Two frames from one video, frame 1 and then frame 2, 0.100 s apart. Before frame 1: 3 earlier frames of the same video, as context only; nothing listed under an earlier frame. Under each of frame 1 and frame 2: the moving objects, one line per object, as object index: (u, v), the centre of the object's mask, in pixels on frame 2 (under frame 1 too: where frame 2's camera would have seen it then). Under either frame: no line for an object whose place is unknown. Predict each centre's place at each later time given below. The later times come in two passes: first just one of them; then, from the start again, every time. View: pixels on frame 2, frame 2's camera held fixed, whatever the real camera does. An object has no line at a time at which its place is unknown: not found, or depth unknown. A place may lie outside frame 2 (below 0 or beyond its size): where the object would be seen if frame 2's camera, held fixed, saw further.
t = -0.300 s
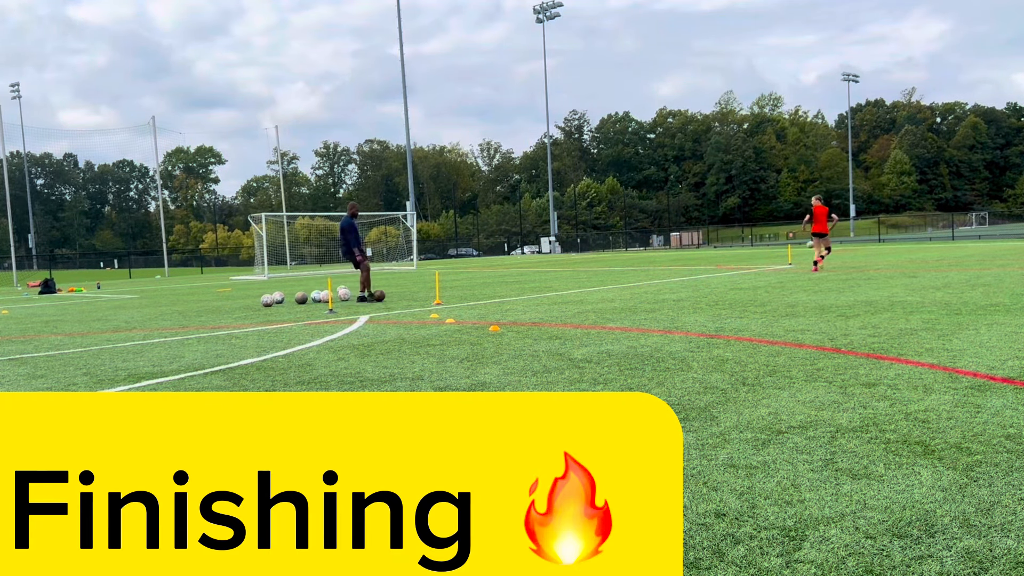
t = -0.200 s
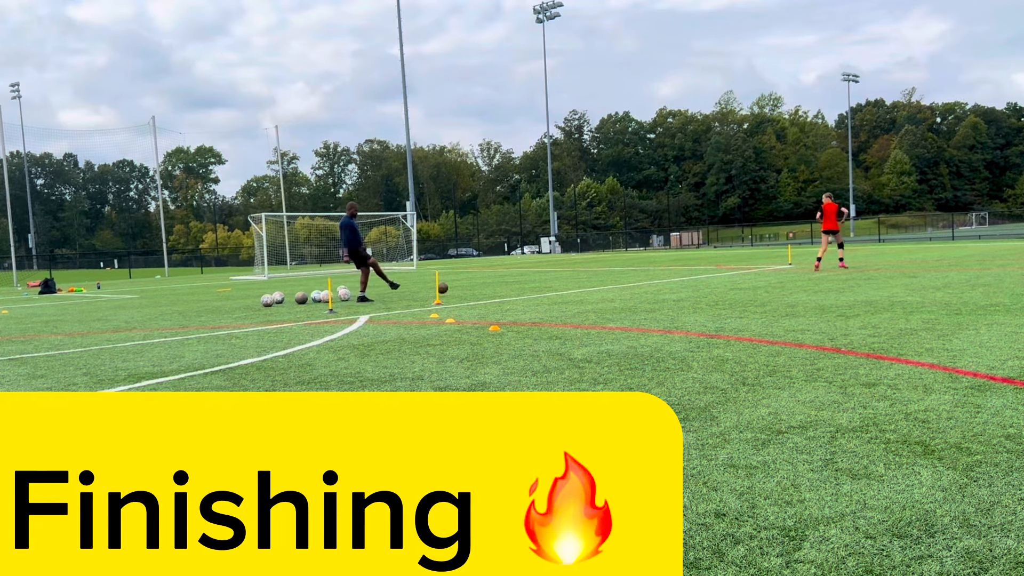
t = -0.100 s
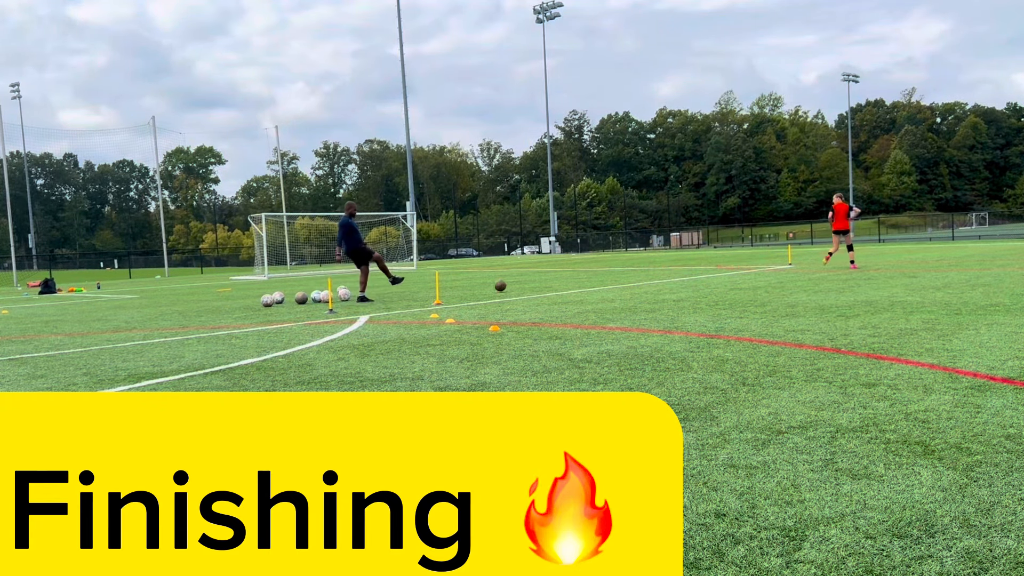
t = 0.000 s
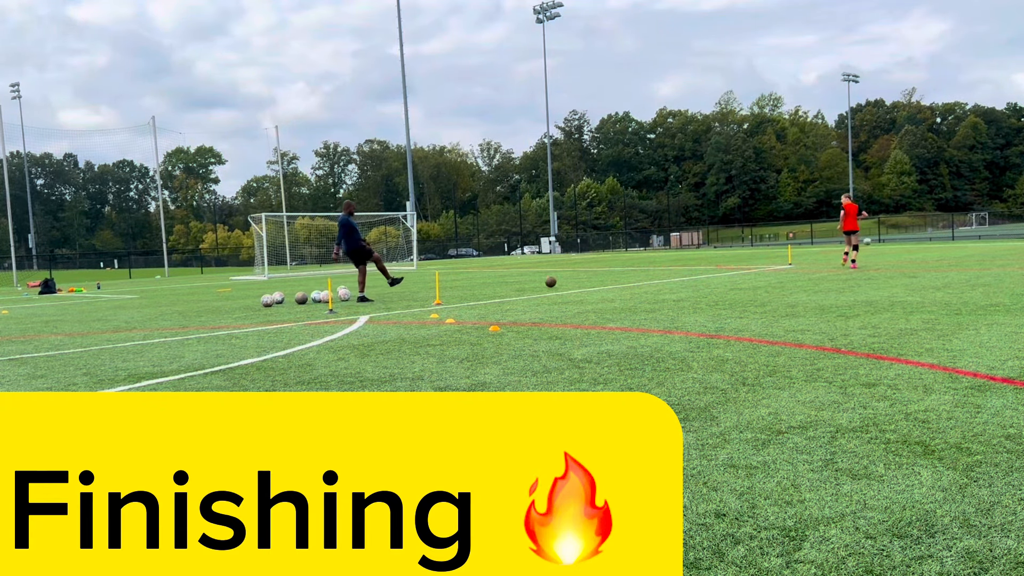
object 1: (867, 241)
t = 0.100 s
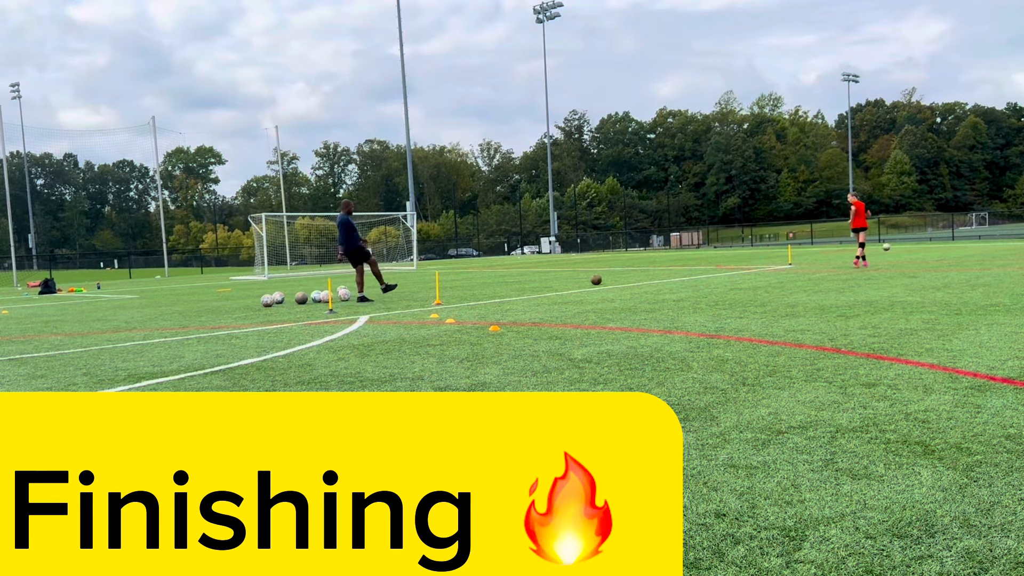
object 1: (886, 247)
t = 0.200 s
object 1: (904, 247)
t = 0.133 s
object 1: (892, 250)
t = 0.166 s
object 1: (898, 249)
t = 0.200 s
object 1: (904, 247)
